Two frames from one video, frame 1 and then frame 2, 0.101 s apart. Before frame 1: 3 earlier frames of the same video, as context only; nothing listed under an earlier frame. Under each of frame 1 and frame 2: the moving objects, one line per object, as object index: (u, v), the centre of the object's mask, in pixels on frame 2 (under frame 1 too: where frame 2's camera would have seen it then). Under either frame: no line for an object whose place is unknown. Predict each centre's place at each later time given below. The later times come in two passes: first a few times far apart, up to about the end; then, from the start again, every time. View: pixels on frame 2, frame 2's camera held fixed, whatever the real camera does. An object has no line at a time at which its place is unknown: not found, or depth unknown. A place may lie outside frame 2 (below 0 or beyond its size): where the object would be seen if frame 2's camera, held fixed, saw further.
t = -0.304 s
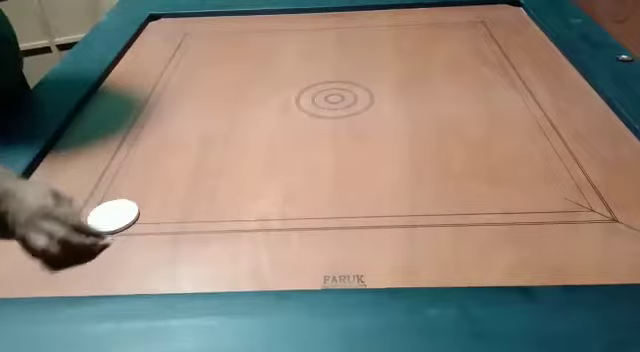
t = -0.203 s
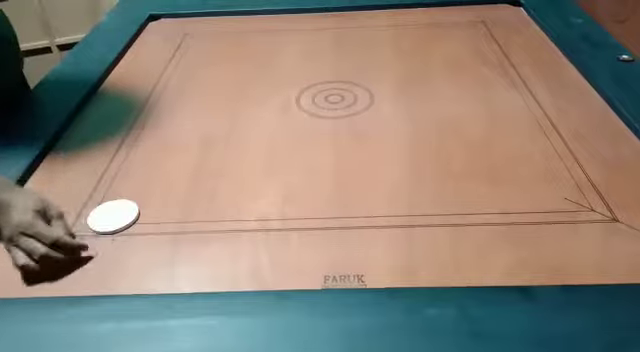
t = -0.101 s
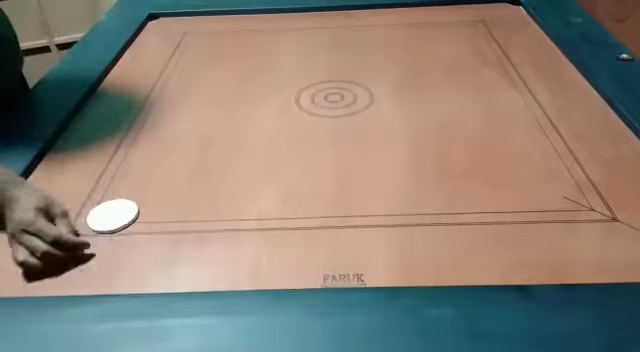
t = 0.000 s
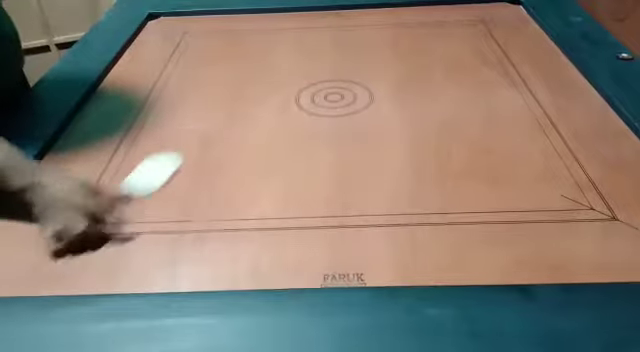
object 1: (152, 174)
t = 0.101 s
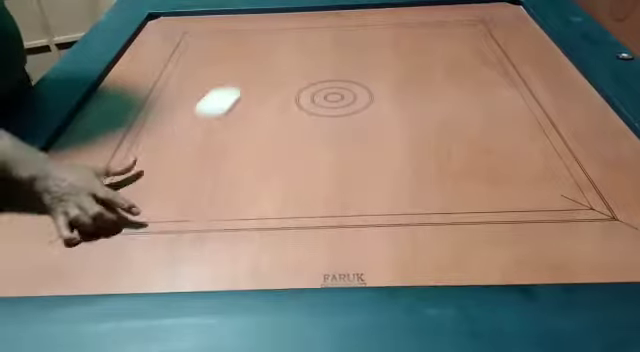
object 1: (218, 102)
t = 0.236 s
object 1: (273, 39)
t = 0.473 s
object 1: (308, 69)
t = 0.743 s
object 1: (349, 251)
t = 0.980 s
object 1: (332, 122)
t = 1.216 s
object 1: (316, 39)
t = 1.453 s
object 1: (297, 45)
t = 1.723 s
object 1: (255, 133)
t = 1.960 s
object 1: (176, 270)
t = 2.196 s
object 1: (196, 146)
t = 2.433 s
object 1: (202, 75)
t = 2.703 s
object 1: (200, 23)
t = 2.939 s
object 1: (176, 49)
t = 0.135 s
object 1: (234, 83)
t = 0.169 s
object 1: (249, 66)
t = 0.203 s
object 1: (261, 52)
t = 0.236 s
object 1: (273, 39)
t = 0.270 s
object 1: (284, 26)
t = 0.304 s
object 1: (292, 18)
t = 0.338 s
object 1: (296, 24)
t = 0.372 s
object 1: (299, 34)
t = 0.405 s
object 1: (302, 44)
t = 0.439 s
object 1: (304, 57)
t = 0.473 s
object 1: (308, 69)
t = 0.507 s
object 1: (312, 83)
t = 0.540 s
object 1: (316, 99)
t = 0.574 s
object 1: (320, 117)
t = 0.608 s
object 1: (325, 137)
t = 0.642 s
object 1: (329, 158)
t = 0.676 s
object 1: (335, 184)
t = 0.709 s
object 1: (341, 214)
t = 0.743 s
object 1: (349, 251)
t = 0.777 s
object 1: (351, 259)
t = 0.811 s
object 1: (347, 228)
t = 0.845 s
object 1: (344, 201)
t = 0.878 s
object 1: (341, 178)
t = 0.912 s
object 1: (337, 157)
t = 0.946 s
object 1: (334, 138)
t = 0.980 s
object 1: (332, 122)
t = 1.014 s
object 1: (329, 107)
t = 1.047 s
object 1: (327, 92)
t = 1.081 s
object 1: (324, 80)
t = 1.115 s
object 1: (322, 68)
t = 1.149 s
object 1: (319, 57)
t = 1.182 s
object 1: (317, 48)
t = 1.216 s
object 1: (316, 39)
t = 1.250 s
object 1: (313, 30)
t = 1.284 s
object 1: (312, 22)
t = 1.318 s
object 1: (309, 17)
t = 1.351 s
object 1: (307, 22)
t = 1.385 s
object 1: (303, 29)
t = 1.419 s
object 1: (300, 37)
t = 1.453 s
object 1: (297, 45)
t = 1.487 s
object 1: (293, 54)
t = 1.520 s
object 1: (289, 62)
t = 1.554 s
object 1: (285, 73)
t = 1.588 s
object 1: (280, 83)
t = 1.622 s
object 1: (274, 94)
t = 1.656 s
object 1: (268, 106)
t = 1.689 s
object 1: (262, 119)
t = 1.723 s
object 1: (255, 133)
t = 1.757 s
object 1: (246, 148)
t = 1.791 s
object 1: (238, 165)
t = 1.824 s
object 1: (227, 184)
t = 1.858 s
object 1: (216, 203)
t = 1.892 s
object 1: (202, 228)
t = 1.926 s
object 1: (188, 252)
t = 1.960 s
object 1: (176, 270)
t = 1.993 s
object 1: (179, 250)
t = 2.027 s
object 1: (183, 229)
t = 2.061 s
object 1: (187, 209)
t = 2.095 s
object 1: (190, 191)
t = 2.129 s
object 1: (192, 176)
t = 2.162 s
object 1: (195, 160)
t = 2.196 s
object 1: (196, 146)
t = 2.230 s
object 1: (198, 135)
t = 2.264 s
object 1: (199, 123)
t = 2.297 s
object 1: (200, 112)
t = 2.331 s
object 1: (201, 102)
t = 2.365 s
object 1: (201, 92)
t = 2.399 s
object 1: (202, 82)
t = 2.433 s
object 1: (202, 75)
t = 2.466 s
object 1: (202, 66)
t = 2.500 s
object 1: (203, 59)
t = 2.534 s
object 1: (202, 52)
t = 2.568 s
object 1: (202, 45)
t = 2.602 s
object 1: (201, 39)
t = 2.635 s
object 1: (201, 33)
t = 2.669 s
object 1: (201, 28)
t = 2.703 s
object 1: (200, 23)
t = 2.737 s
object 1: (199, 21)
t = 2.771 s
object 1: (195, 25)
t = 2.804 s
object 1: (192, 29)
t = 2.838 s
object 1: (188, 34)
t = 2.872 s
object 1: (185, 39)
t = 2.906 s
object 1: (181, 44)
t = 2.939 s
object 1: (176, 49)
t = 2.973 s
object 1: (172, 55)
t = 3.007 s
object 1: (167, 61)
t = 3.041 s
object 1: (162, 66)
